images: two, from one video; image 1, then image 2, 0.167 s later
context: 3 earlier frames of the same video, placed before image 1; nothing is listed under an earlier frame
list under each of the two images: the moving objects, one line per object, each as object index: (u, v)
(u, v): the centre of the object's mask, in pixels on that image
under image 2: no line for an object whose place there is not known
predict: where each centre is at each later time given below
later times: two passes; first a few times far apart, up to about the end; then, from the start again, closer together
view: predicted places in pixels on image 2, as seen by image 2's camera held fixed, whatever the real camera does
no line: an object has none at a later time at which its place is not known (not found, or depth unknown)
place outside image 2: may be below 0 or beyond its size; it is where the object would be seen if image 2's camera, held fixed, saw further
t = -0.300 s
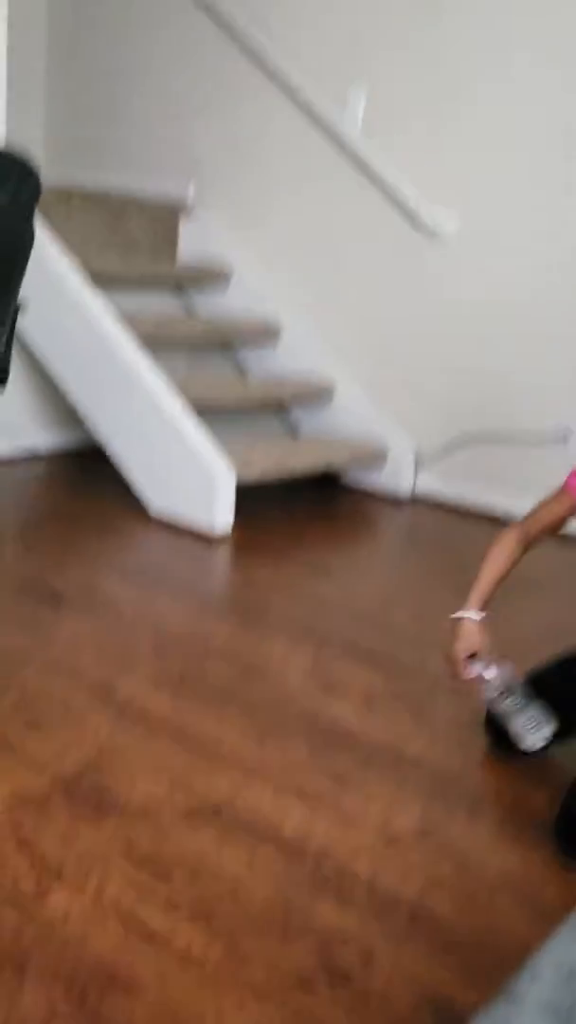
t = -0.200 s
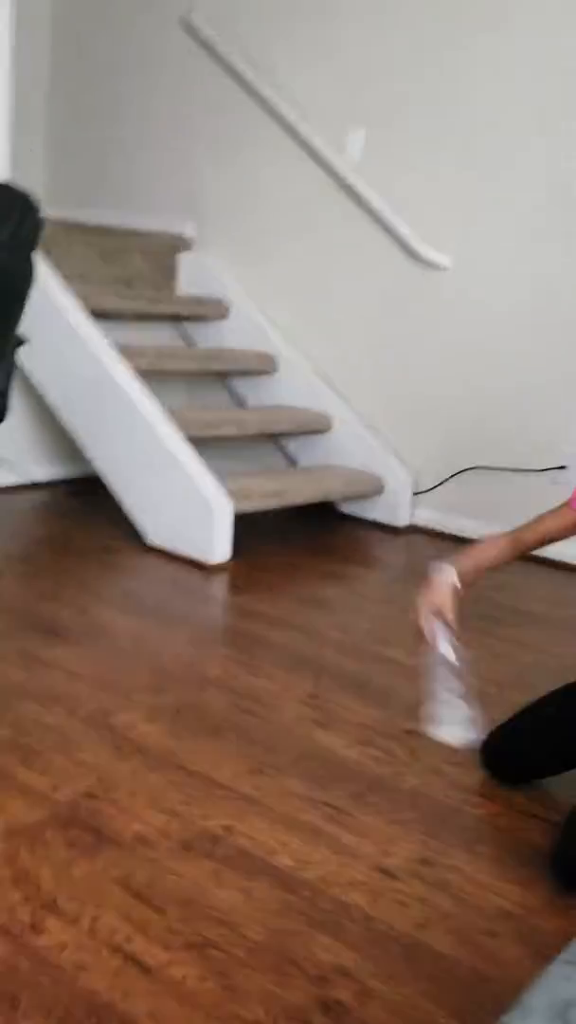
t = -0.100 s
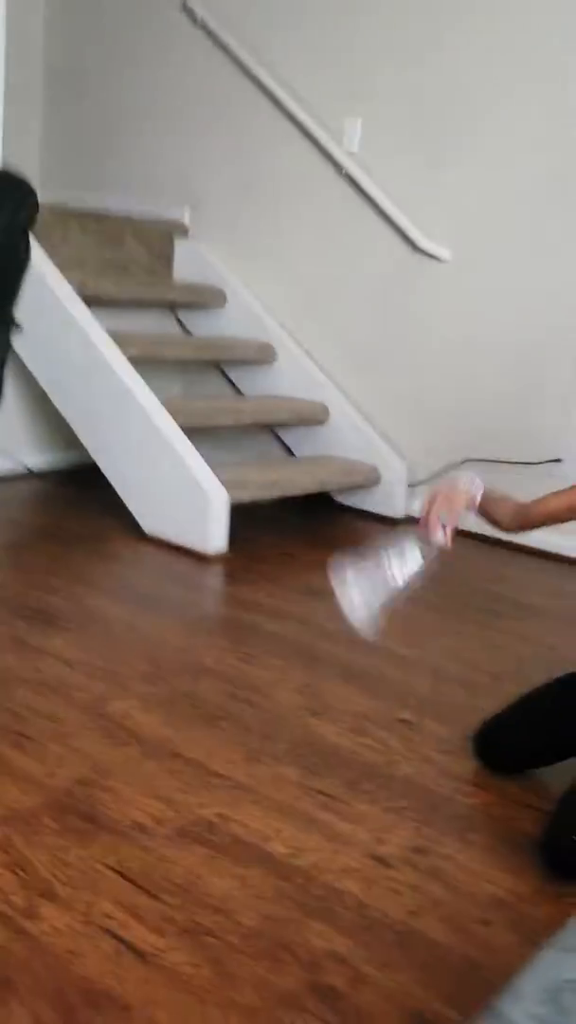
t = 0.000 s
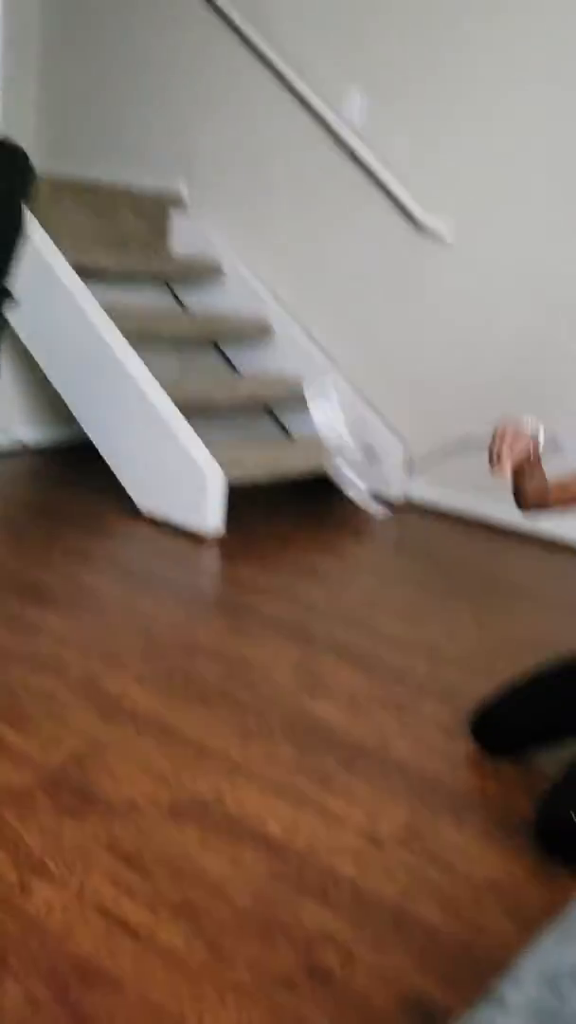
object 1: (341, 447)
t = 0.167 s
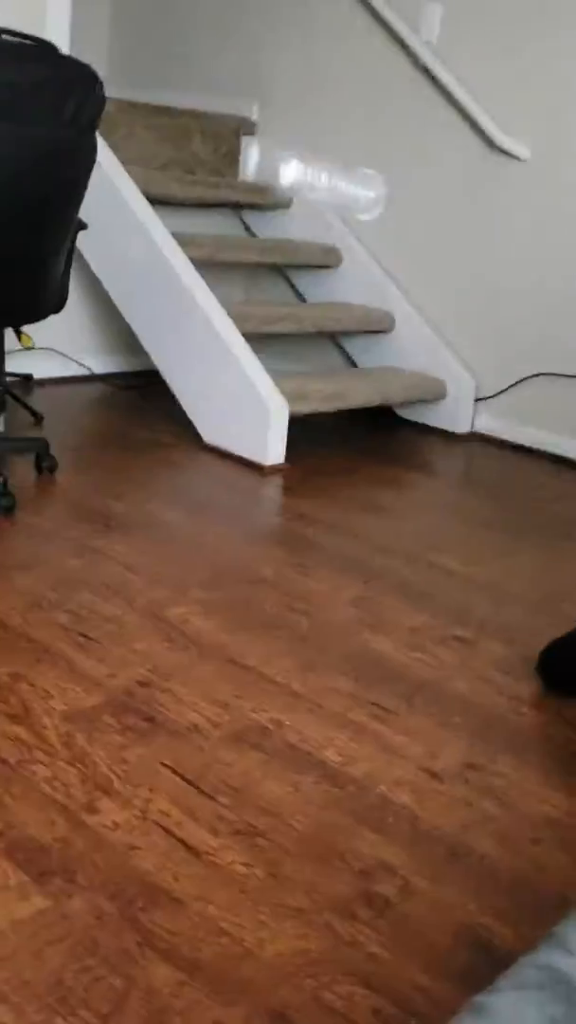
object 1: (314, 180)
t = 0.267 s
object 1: (301, 173)
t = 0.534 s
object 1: (190, 501)
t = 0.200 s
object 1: (316, 170)
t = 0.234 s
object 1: (307, 166)
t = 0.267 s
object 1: (301, 173)
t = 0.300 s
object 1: (290, 190)
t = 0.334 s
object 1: (279, 216)
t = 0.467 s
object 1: (229, 369)
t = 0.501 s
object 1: (206, 445)
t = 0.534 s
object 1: (190, 501)
